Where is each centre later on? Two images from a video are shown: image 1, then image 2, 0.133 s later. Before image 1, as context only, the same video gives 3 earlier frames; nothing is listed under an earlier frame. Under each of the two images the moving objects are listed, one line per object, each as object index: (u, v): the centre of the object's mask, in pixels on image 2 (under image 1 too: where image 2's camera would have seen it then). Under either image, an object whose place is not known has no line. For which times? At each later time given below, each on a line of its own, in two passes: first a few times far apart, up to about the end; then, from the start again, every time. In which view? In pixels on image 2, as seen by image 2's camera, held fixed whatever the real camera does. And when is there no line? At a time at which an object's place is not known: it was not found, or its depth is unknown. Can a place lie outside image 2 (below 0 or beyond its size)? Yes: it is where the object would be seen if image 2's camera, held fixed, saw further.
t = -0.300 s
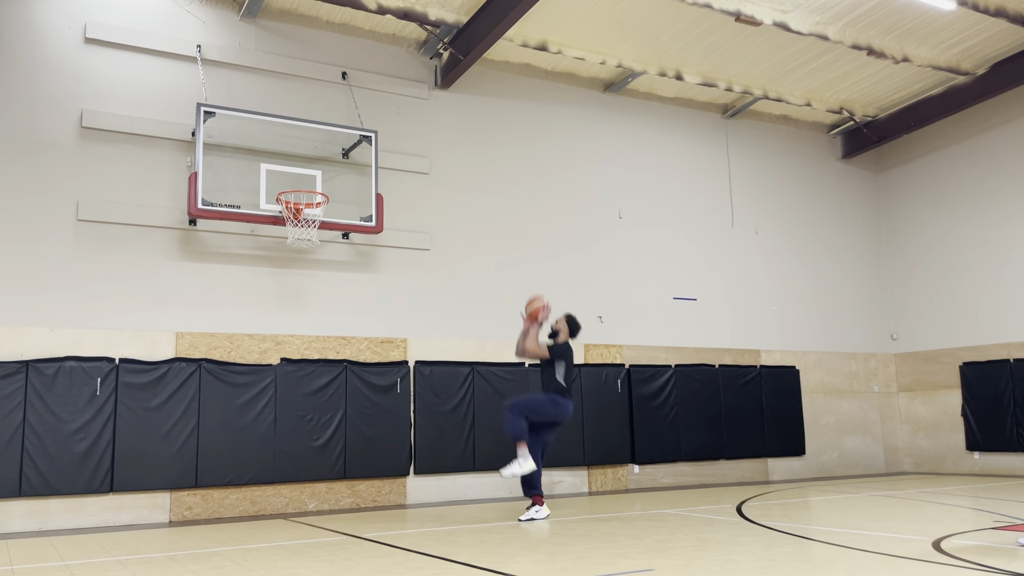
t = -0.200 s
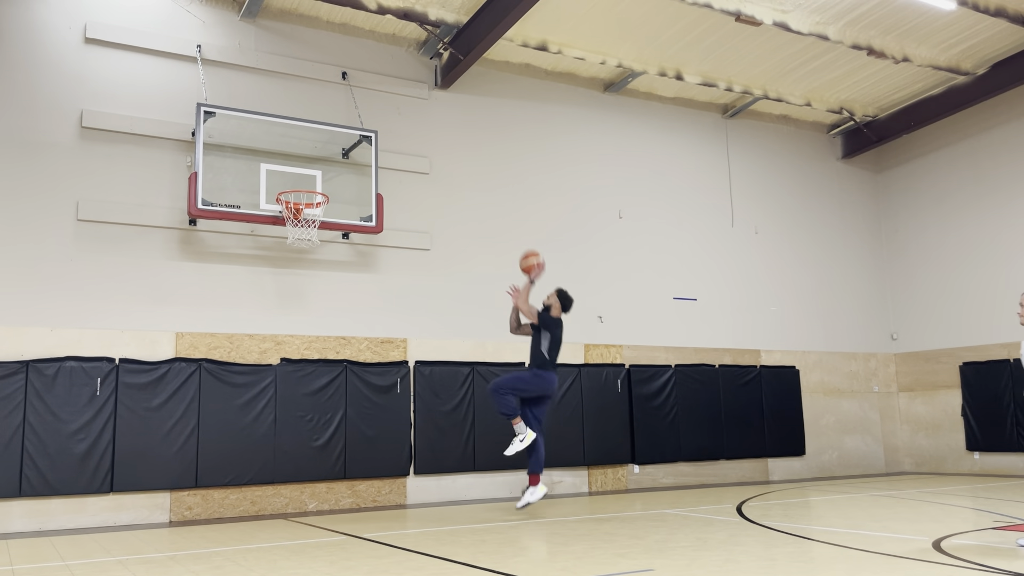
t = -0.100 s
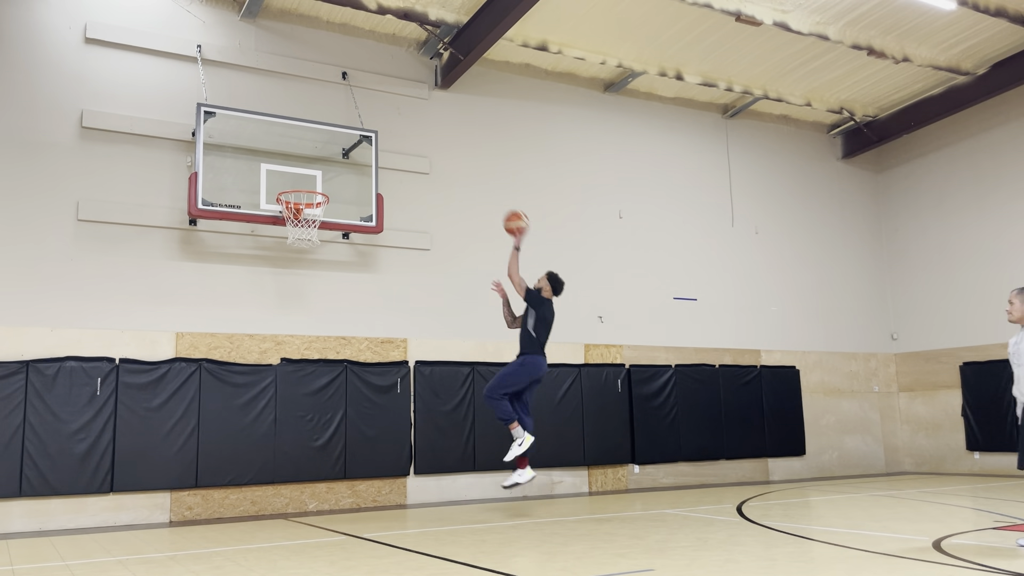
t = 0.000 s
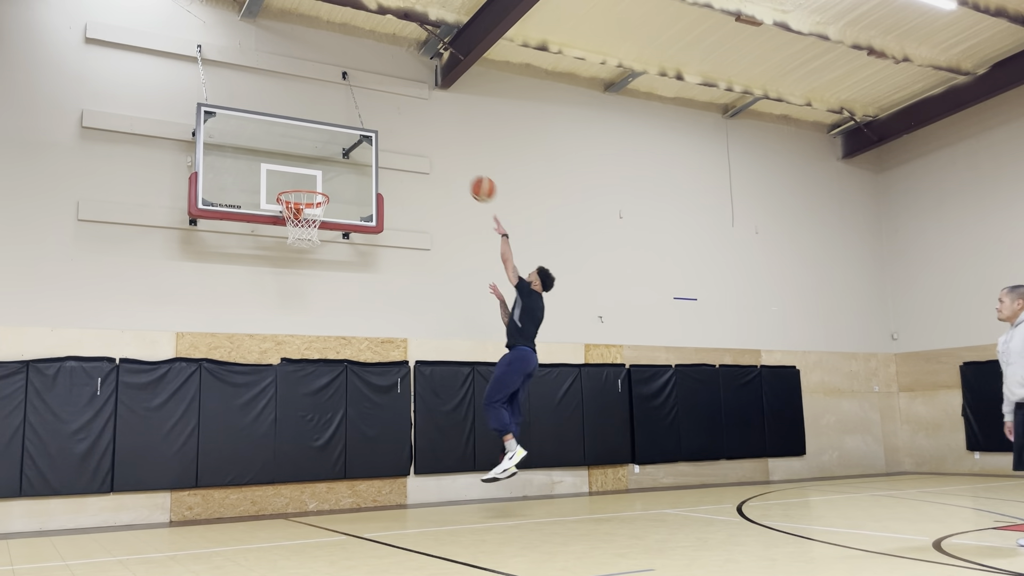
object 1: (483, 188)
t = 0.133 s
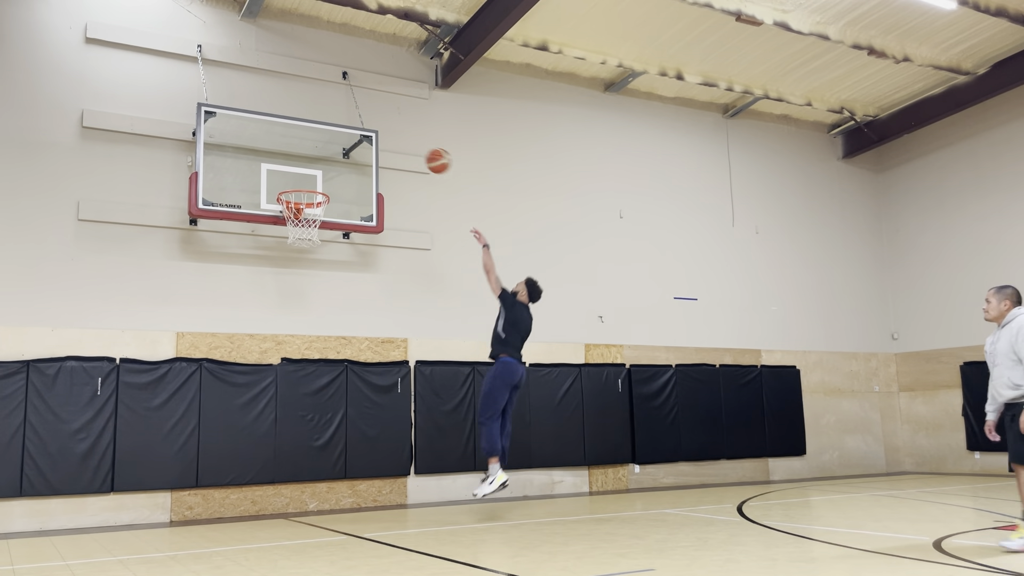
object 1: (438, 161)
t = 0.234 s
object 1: (406, 151)
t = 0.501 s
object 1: (323, 174)
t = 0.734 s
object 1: (290, 236)
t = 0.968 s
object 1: (300, 312)
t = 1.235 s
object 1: (309, 467)
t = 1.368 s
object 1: (321, 464)
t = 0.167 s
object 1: (427, 157)
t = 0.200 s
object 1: (416, 154)
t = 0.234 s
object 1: (406, 151)
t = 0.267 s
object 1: (395, 151)
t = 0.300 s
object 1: (385, 151)
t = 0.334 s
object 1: (374, 153)
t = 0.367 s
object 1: (362, 155)
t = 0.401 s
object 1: (354, 158)
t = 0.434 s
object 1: (344, 163)
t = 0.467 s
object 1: (333, 168)
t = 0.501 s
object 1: (323, 174)
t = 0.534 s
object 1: (312, 182)
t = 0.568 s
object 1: (301, 190)
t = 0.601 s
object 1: (294, 206)
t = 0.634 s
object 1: (288, 209)
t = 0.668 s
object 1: (290, 215)
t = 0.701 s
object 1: (292, 233)
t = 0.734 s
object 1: (290, 236)
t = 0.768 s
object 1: (292, 243)
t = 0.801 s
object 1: (293, 252)
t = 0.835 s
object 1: (295, 262)
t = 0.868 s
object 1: (296, 272)
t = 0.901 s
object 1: (297, 284)
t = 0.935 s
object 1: (299, 298)
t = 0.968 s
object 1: (300, 312)
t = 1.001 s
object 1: (302, 328)
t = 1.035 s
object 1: (303, 345)
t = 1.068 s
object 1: (304, 364)
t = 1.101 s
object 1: (305, 381)
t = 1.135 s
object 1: (306, 401)
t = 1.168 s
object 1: (307, 422)
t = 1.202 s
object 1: (308, 444)
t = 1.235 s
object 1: (309, 467)
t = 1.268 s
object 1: (310, 491)
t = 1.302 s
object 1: (312, 503)
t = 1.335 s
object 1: (317, 481)
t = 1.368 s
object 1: (321, 464)
